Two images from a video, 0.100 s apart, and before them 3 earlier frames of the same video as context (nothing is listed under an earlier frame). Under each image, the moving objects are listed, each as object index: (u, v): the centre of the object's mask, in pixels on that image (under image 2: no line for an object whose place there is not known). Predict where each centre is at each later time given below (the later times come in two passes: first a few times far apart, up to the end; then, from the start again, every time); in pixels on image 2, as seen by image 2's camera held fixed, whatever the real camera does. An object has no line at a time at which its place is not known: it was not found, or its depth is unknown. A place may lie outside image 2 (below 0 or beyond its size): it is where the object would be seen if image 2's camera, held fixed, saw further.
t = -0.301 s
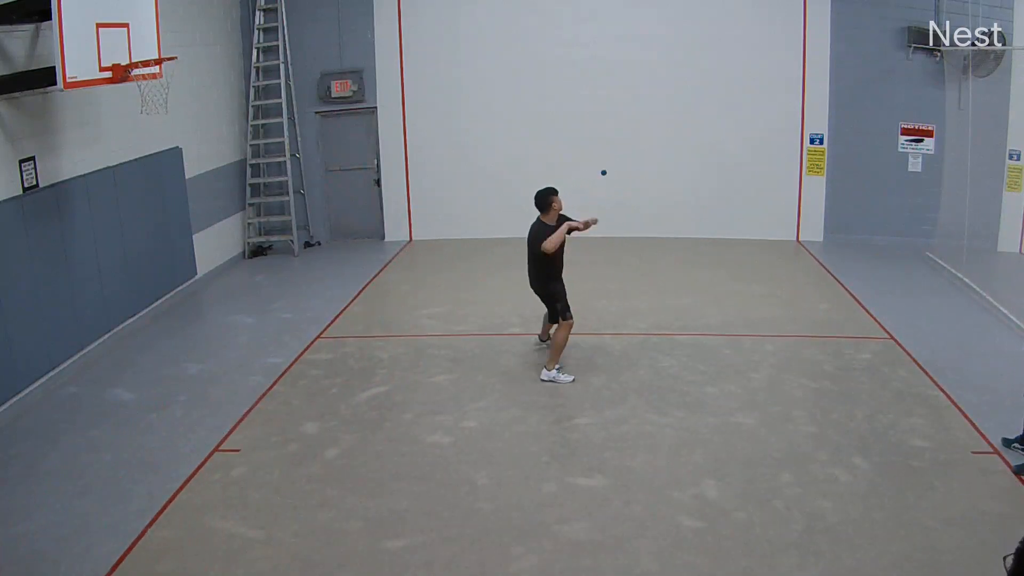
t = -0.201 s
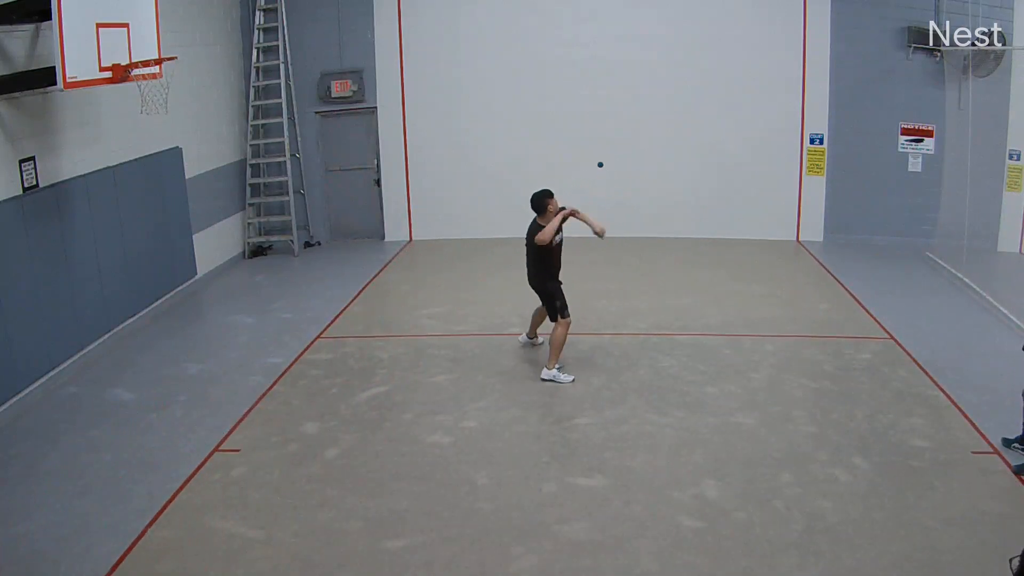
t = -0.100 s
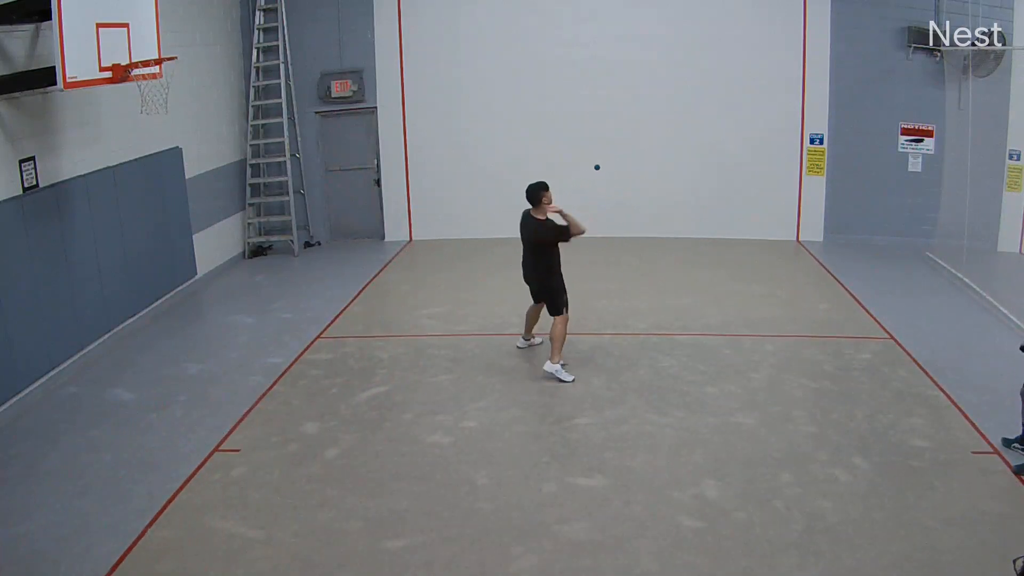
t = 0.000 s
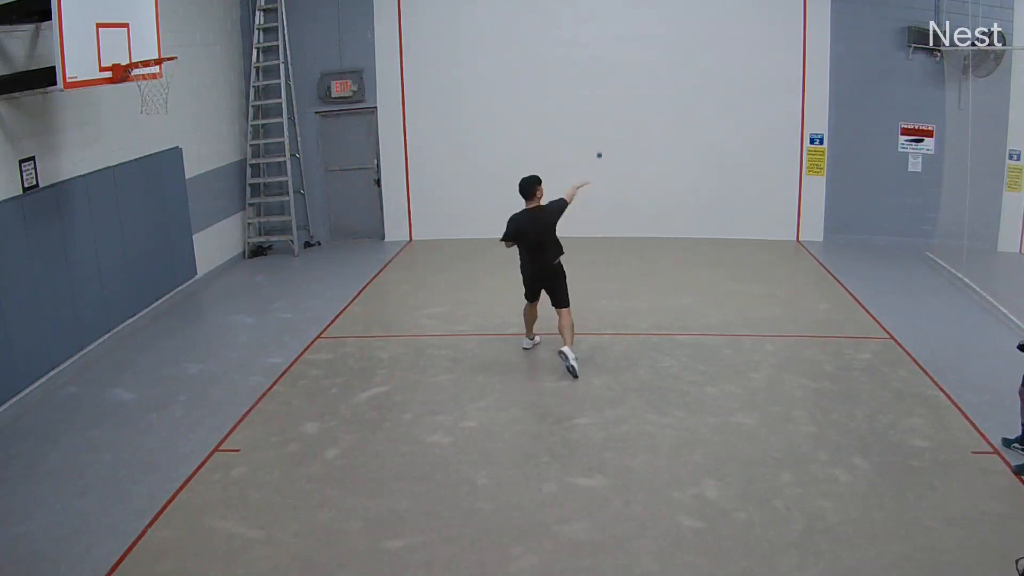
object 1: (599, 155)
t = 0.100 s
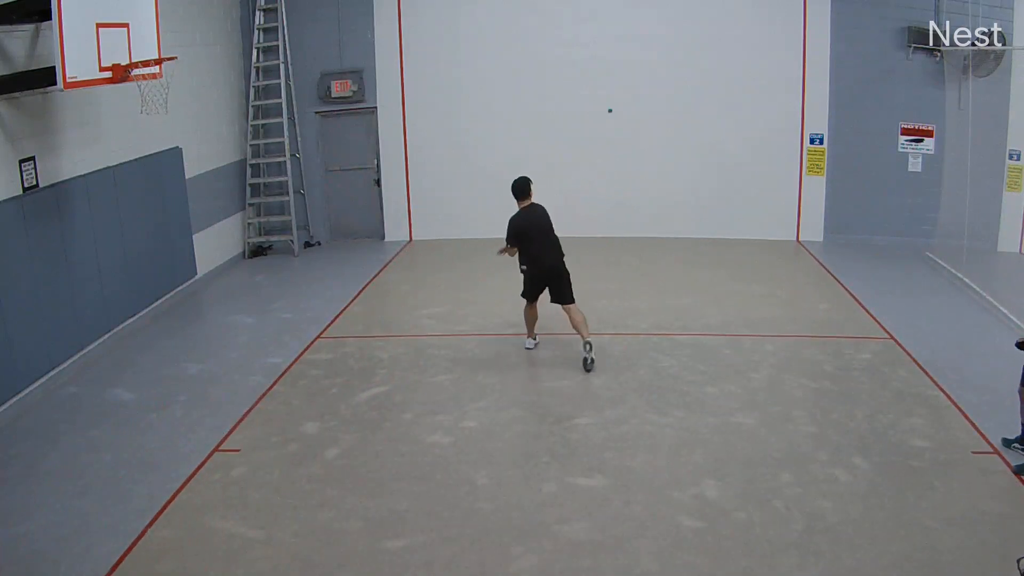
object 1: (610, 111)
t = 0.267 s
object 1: (622, 81)
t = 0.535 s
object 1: (651, 95)
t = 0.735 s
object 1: (687, 162)
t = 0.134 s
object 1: (613, 101)
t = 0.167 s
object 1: (615, 94)
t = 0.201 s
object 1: (618, 88)
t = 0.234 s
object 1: (620, 84)
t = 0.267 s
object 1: (622, 81)
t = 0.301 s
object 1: (625, 80)
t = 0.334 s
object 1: (628, 80)
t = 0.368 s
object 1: (631, 80)
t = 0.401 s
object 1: (634, 81)
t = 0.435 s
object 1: (638, 82)
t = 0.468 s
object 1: (642, 85)
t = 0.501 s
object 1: (646, 89)
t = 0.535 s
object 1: (651, 95)
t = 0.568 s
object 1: (656, 101)
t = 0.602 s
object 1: (661, 109)
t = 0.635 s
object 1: (667, 119)
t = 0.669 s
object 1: (673, 131)
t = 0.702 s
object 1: (679, 145)
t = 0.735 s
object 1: (687, 162)
